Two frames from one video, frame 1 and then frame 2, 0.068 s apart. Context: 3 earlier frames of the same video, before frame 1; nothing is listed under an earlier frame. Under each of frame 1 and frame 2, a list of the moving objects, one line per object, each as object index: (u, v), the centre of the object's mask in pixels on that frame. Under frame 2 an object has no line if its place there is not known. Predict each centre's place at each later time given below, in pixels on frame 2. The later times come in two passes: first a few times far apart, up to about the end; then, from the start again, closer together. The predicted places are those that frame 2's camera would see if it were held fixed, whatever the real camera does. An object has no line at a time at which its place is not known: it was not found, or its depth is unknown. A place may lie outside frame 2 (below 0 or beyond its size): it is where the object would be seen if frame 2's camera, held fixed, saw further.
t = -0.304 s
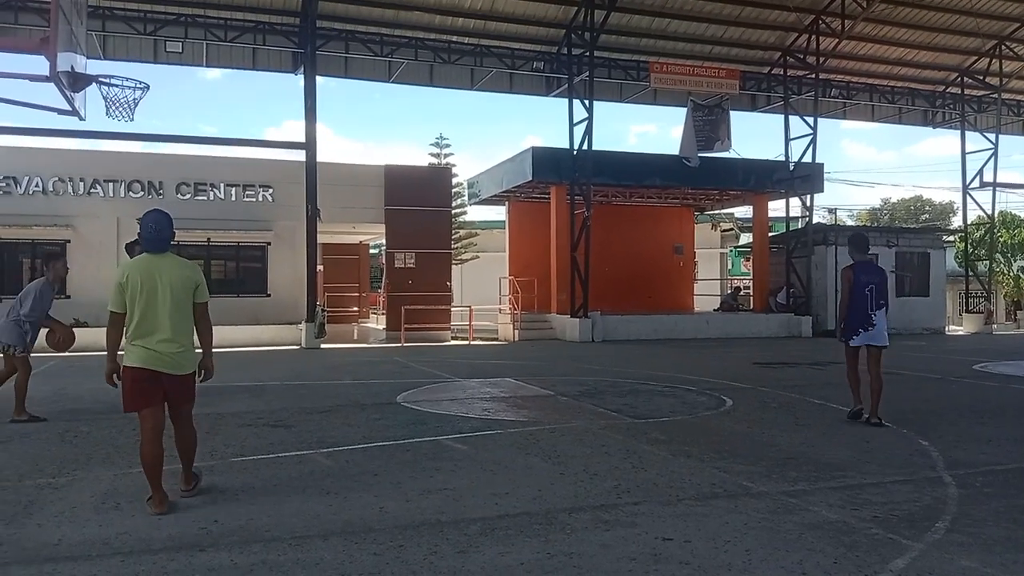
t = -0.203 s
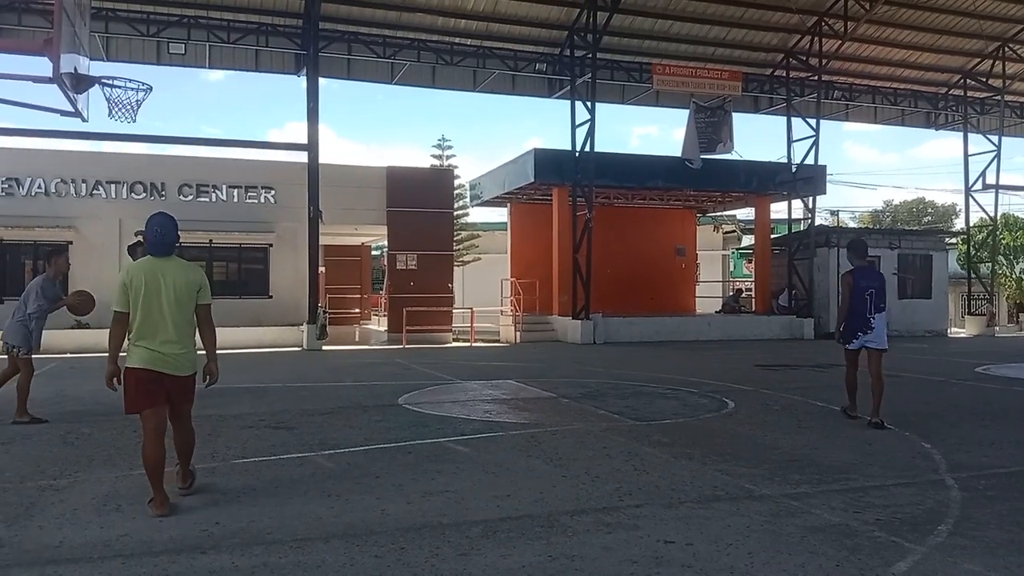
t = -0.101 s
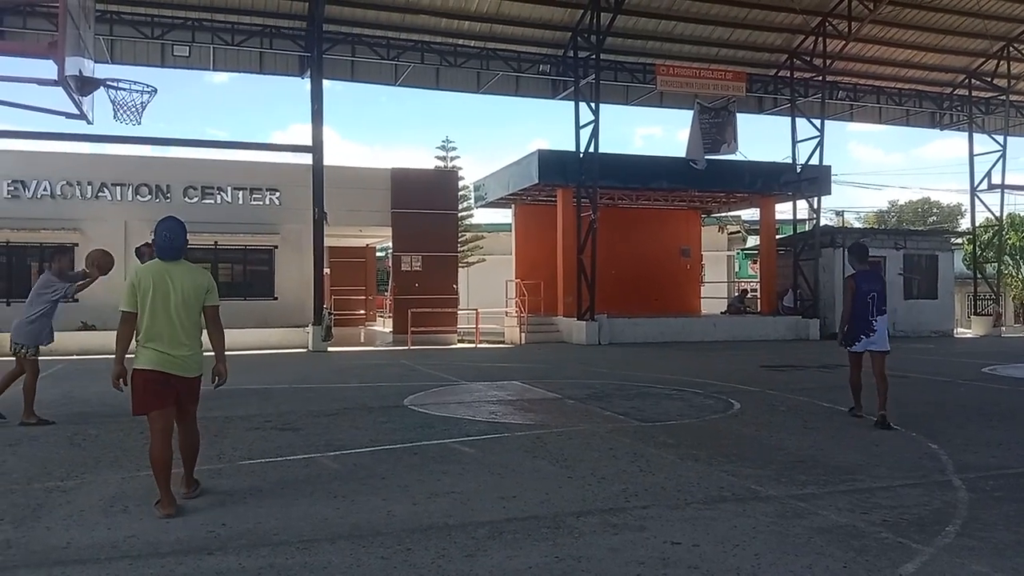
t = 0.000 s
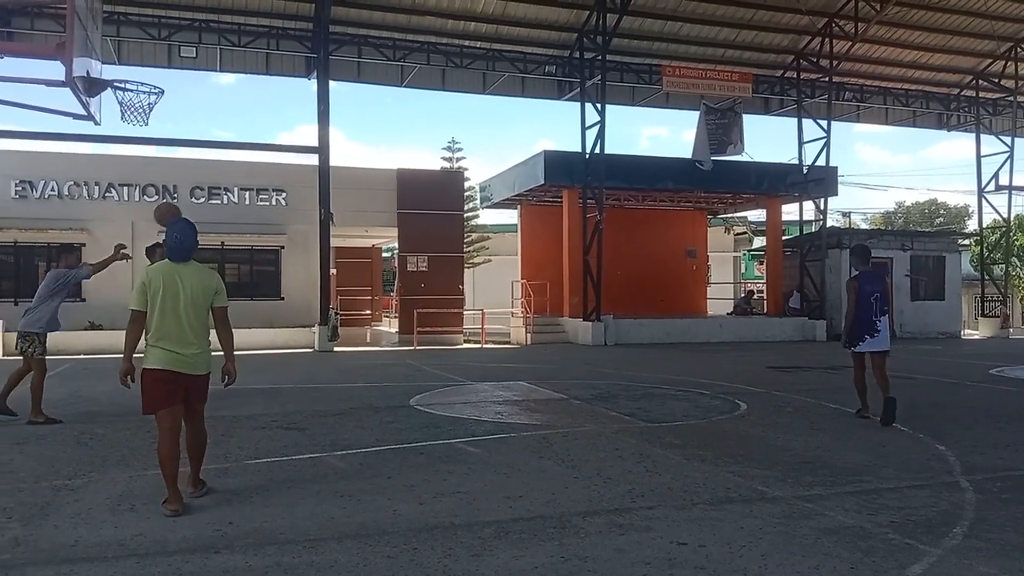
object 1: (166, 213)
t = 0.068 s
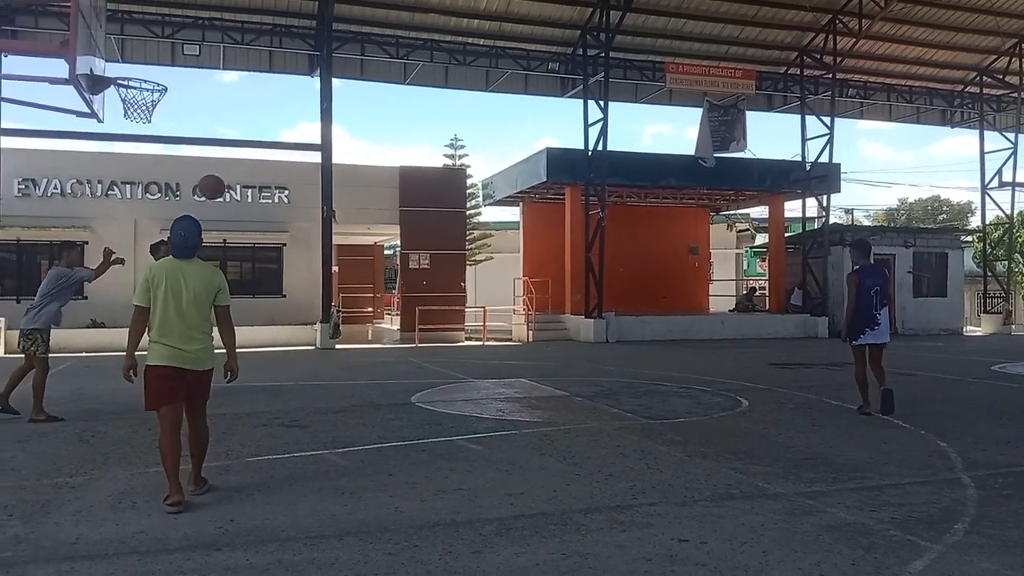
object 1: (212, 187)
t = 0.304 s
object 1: (348, 138)
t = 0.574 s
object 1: (489, 152)
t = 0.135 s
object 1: (251, 167)
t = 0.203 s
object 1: (291, 152)
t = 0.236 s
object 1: (309, 146)
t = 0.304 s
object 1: (348, 138)
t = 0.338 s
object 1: (366, 136)
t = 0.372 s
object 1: (384, 135)
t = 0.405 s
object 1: (402, 135)
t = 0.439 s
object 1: (420, 136)
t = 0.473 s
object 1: (438, 139)
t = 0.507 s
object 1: (455, 142)
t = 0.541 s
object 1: (472, 146)
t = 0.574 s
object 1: (489, 152)
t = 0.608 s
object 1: (505, 158)
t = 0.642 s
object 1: (522, 166)
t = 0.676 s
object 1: (538, 175)
